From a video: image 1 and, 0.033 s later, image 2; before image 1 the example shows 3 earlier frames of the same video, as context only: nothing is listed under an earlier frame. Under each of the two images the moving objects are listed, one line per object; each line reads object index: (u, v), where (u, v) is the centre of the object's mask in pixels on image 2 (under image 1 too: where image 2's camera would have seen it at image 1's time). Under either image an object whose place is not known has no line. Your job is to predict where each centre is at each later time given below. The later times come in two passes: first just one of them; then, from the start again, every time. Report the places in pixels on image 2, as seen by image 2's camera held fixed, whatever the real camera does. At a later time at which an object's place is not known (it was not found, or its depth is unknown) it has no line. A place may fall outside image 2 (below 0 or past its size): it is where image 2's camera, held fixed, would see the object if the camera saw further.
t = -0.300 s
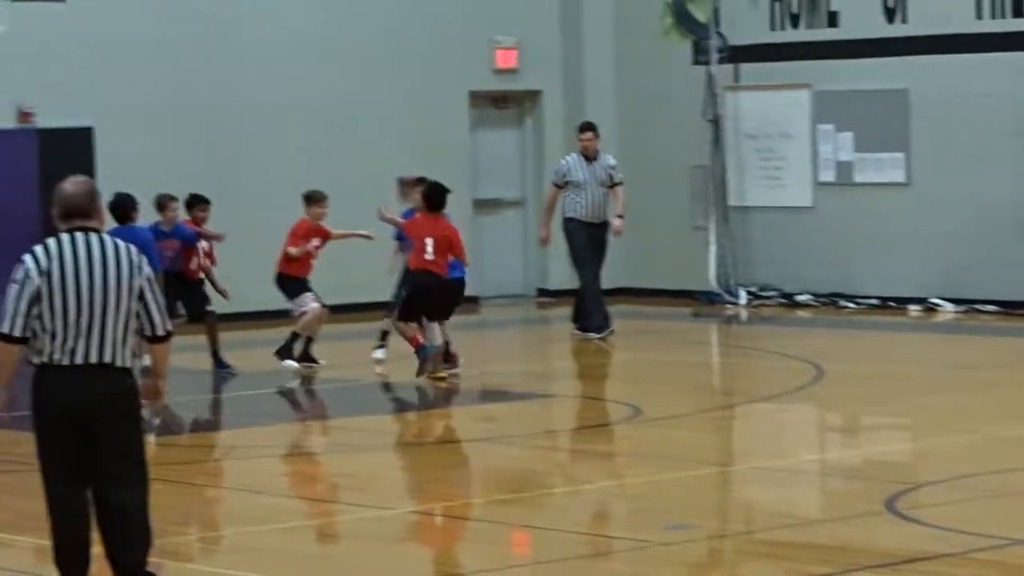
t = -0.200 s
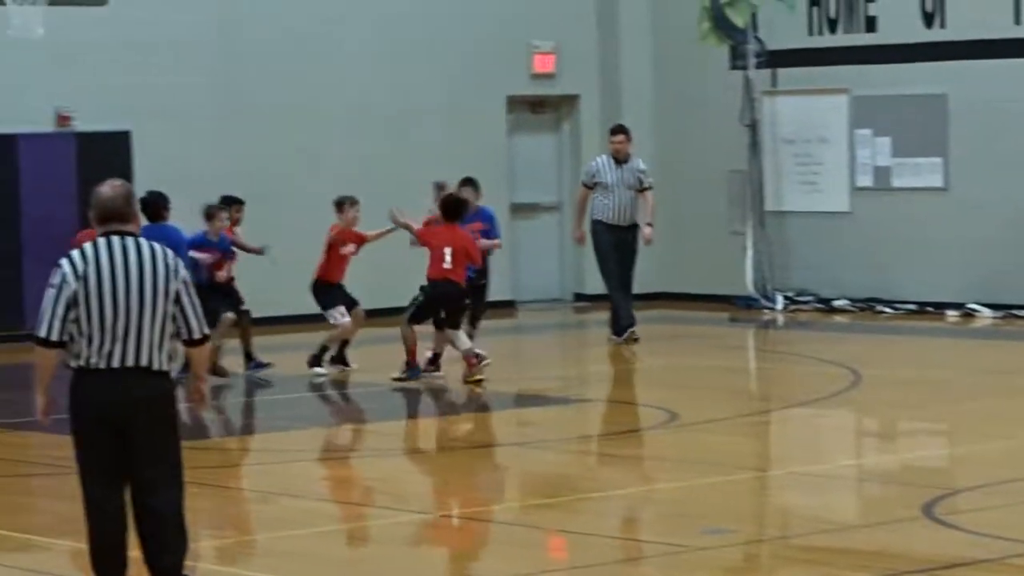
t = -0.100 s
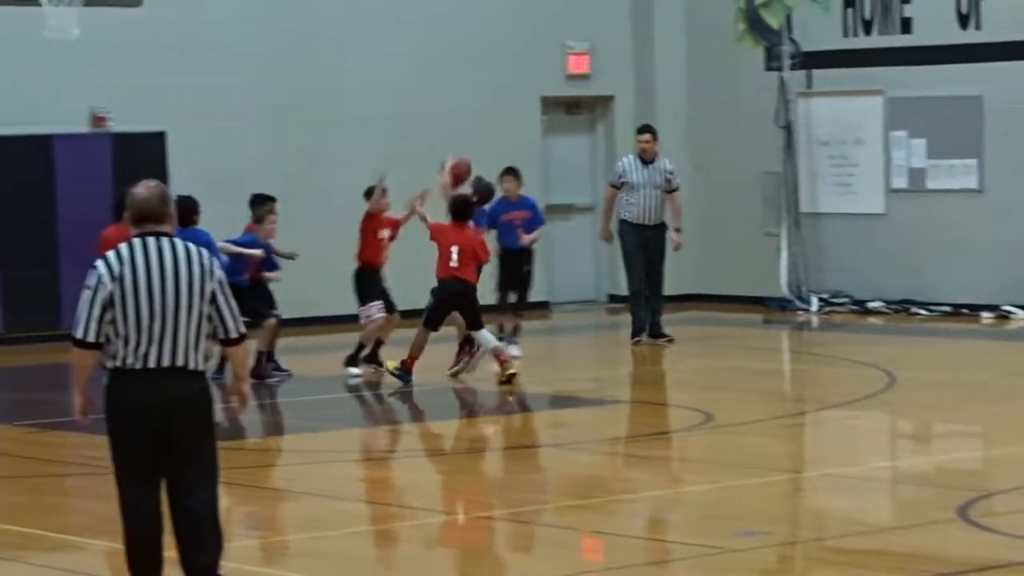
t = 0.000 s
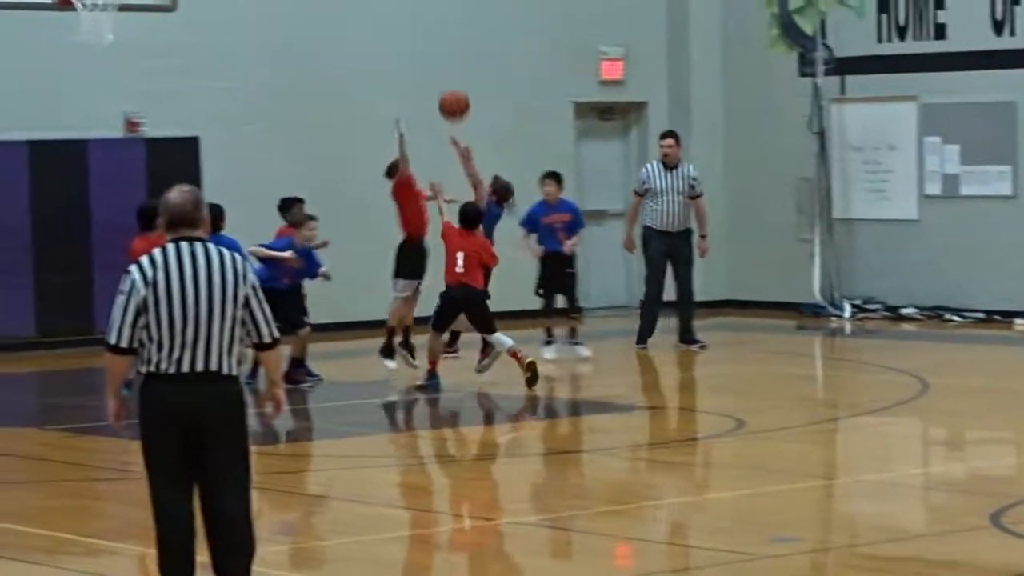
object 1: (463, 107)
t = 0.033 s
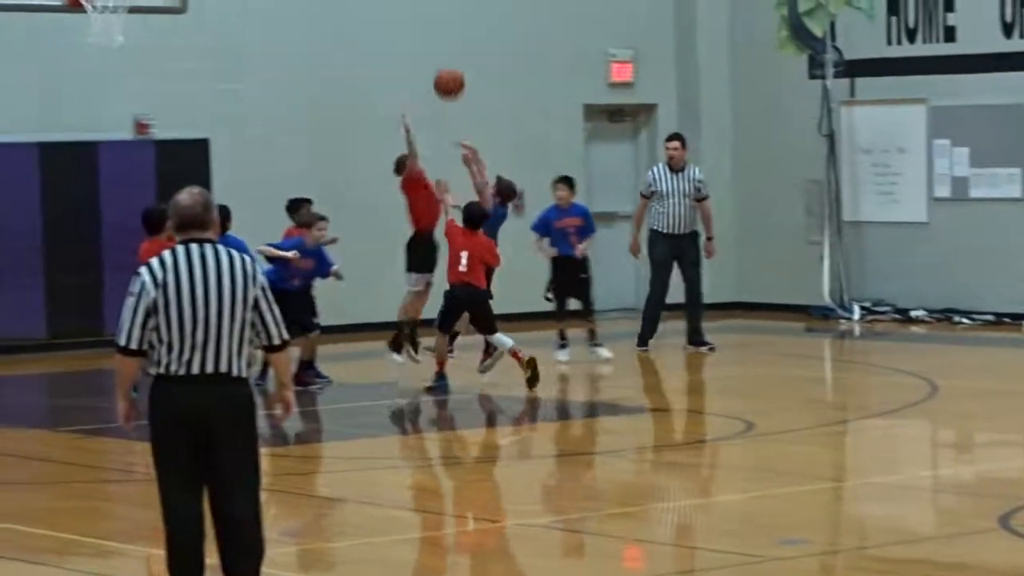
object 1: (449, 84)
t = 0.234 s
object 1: (365, -12)
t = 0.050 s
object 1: (442, 73)
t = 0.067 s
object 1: (435, 62)
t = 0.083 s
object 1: (428, 51)
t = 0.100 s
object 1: (421, 41)
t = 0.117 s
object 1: (414, 32)
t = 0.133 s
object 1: (406, 22)
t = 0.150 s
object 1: (399, 13)
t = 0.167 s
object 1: (392, 4)
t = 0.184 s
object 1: (385, 0)
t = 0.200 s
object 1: (378, -5)
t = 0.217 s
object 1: (371, -9)
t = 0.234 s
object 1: (365, -12)
